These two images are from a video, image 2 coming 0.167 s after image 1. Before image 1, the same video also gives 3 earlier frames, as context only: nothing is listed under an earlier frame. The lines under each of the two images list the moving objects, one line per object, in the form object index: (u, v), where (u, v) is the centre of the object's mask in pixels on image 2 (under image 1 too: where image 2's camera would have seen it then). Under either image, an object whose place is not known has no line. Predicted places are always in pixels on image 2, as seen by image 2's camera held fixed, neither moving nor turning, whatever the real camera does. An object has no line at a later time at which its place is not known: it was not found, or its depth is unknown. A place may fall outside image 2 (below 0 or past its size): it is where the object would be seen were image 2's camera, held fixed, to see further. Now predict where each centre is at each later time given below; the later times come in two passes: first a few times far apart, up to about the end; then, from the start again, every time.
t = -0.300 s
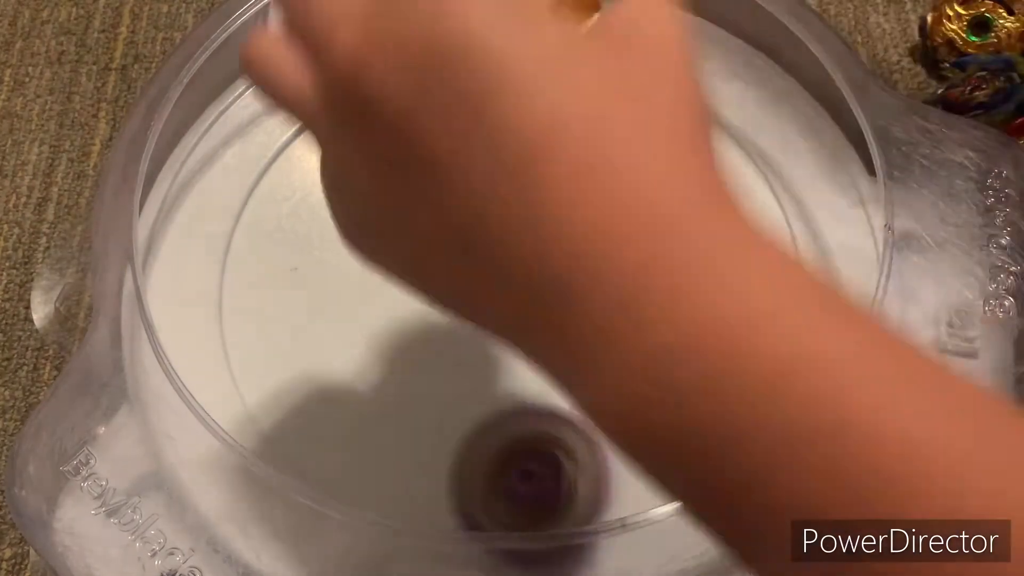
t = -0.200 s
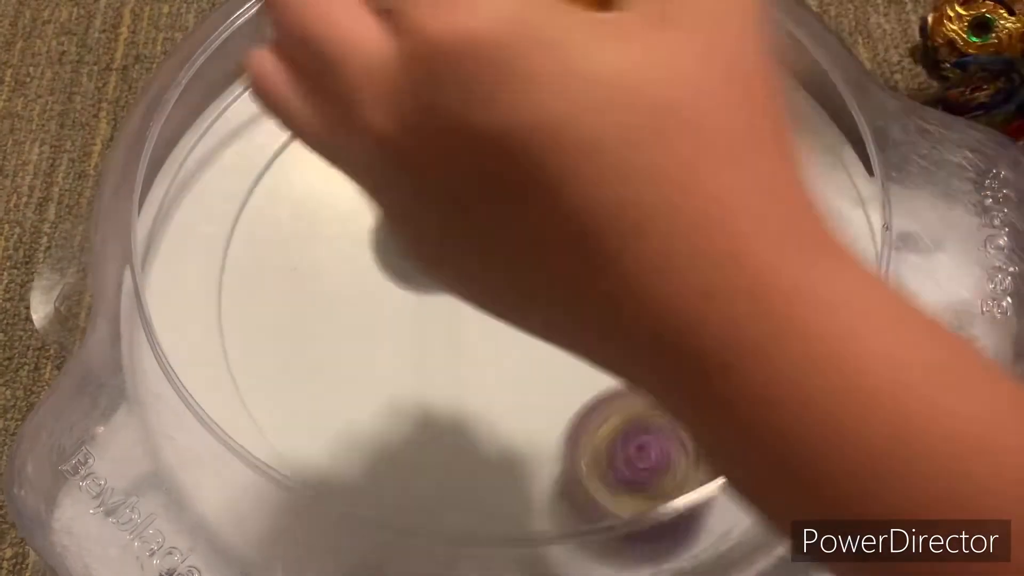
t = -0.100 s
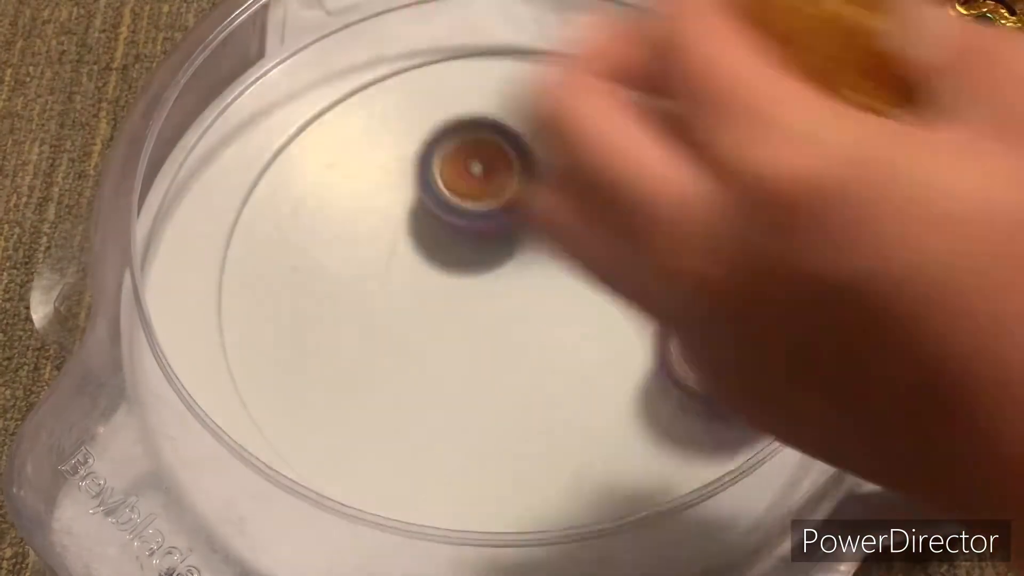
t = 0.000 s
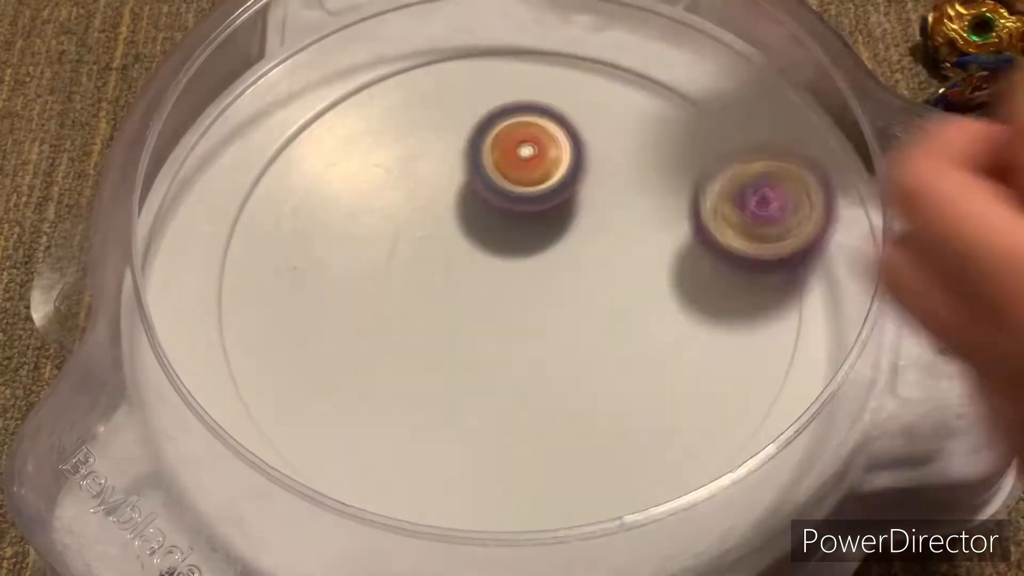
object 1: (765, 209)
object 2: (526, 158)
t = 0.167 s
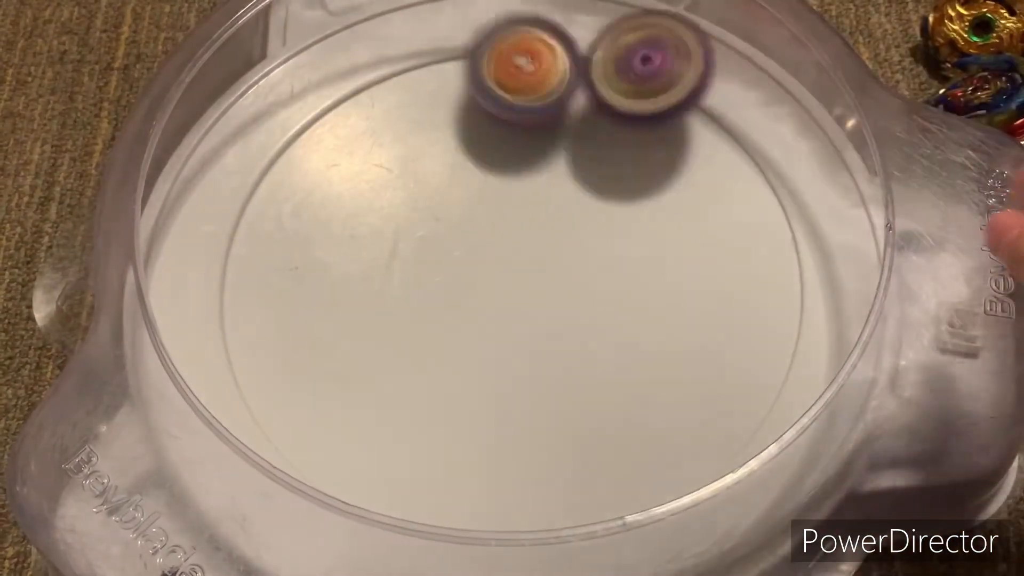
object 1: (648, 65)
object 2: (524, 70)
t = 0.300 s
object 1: (556, 88)
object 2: (397, 69)
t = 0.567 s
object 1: (514, 342)
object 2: (489, 481)
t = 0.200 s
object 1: (631, 65)
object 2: (493, 50)
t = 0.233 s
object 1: (610, 64)
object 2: (460, 46)
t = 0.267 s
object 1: (584, 74)
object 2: (427, 51)
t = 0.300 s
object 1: (556, 88)
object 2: (397, 69)
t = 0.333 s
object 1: (526, 111)
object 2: (373, 104)
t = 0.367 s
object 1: (498, 137)
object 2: (358, 146)
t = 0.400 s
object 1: (484, 167)
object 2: (345, 202)
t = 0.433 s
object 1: (483, 201)
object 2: (336, 270)
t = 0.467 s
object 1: (485, 236)
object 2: (345, 331)
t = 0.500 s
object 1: (491, 271)
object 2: (373, 389)
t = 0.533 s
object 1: (500, 307)
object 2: (420, 449)
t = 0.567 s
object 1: (514, 342)
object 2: (489, 481)
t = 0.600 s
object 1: (532, 372)
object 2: (572, 514)
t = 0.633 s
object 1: (555, 400)
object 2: (656, 500)
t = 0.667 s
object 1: (579, 425)
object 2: (723, 460)
